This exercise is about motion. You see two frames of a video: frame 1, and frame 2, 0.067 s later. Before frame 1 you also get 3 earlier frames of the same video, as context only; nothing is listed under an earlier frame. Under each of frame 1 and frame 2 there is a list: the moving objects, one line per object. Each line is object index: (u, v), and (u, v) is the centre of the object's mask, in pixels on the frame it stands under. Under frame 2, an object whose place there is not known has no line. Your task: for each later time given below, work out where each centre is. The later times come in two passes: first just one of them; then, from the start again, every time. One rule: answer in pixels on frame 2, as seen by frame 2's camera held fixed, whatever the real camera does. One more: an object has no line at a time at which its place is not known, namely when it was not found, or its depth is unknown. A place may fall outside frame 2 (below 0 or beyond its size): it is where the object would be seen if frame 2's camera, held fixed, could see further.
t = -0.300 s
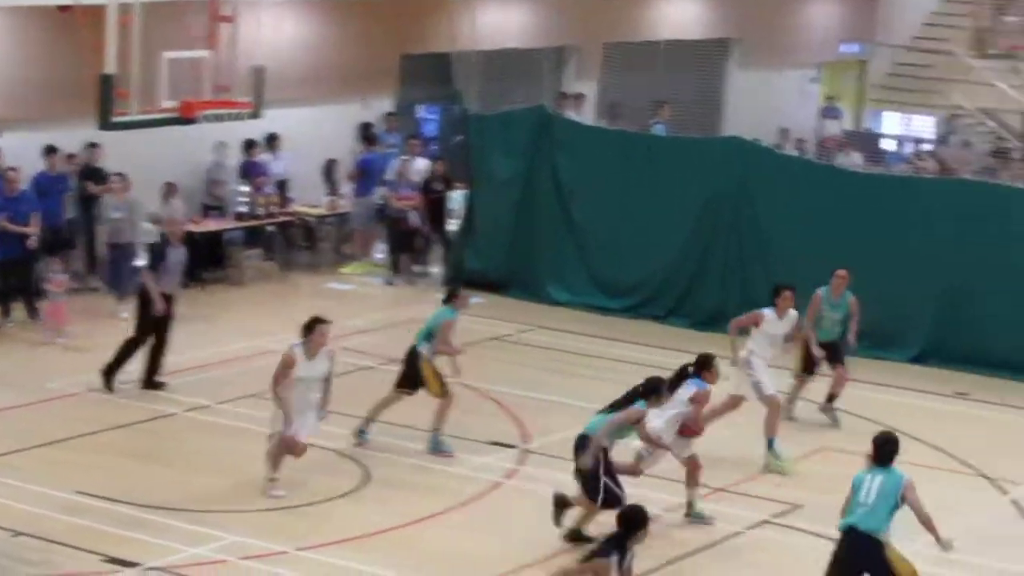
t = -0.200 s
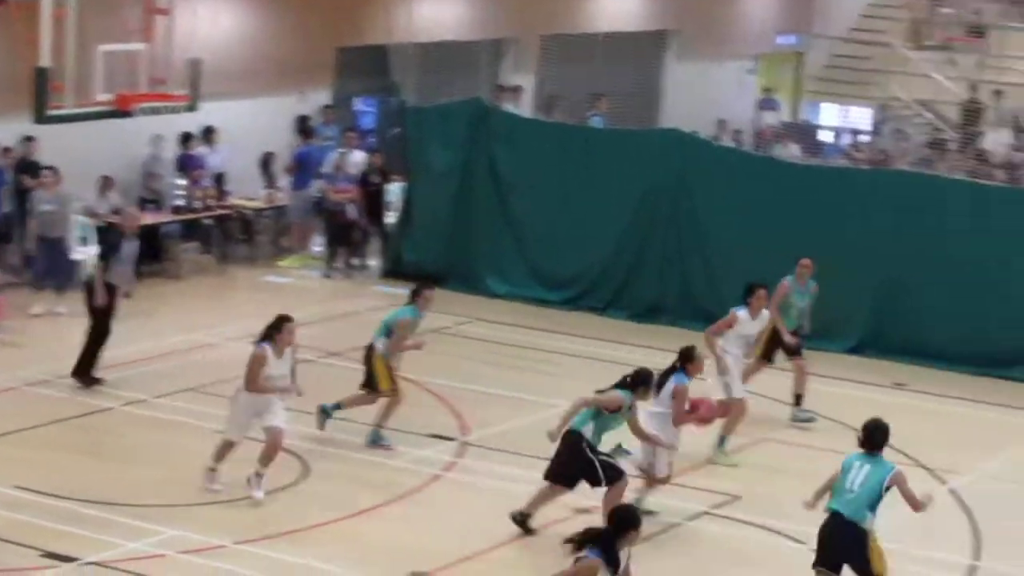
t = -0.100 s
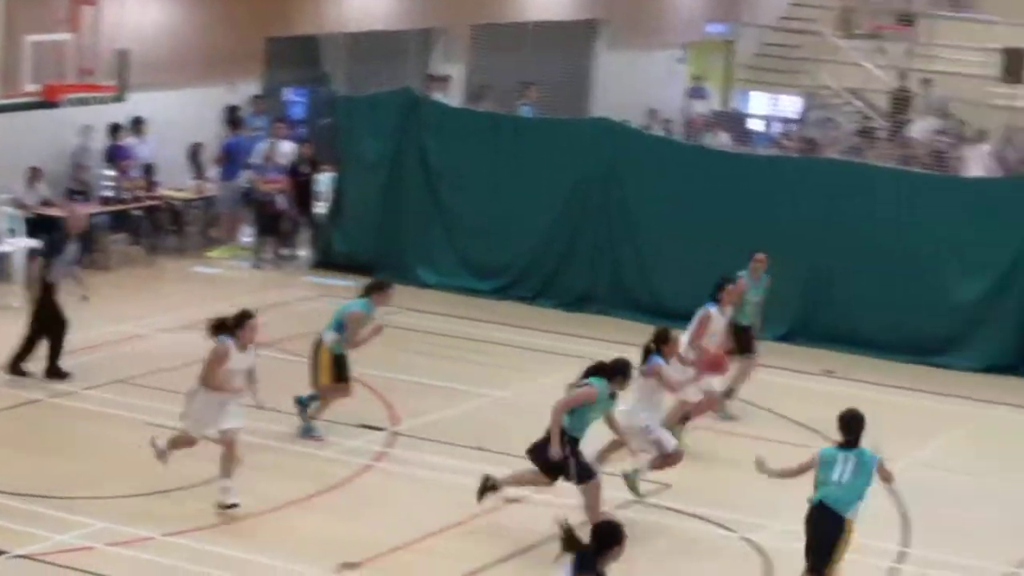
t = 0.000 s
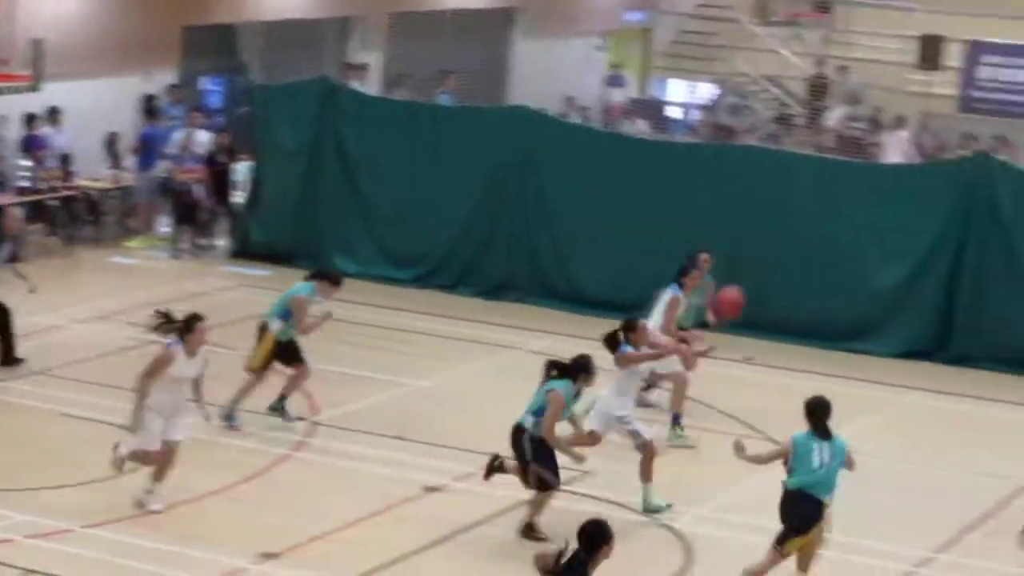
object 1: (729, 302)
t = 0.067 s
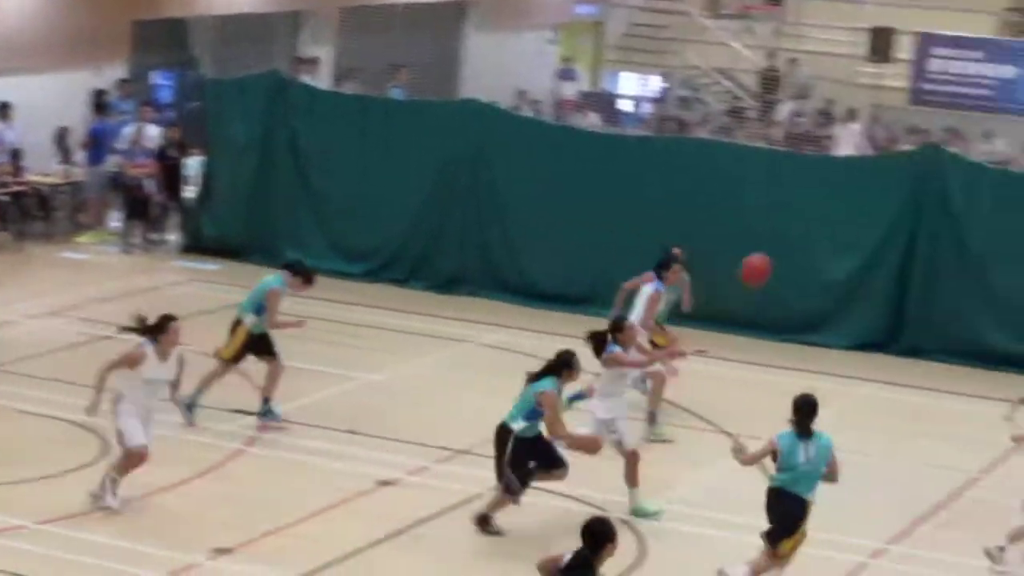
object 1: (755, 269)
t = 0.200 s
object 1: (906, 232)
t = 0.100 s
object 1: (792, 258)
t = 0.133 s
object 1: (830, 248)
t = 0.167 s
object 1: (868, 239)
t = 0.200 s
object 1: (906, 232)
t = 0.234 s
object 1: (945, 225)
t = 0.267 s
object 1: (985, 221)
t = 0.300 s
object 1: (1026, 217)
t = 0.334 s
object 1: (1069, 215)
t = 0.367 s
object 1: (1111, 214)
